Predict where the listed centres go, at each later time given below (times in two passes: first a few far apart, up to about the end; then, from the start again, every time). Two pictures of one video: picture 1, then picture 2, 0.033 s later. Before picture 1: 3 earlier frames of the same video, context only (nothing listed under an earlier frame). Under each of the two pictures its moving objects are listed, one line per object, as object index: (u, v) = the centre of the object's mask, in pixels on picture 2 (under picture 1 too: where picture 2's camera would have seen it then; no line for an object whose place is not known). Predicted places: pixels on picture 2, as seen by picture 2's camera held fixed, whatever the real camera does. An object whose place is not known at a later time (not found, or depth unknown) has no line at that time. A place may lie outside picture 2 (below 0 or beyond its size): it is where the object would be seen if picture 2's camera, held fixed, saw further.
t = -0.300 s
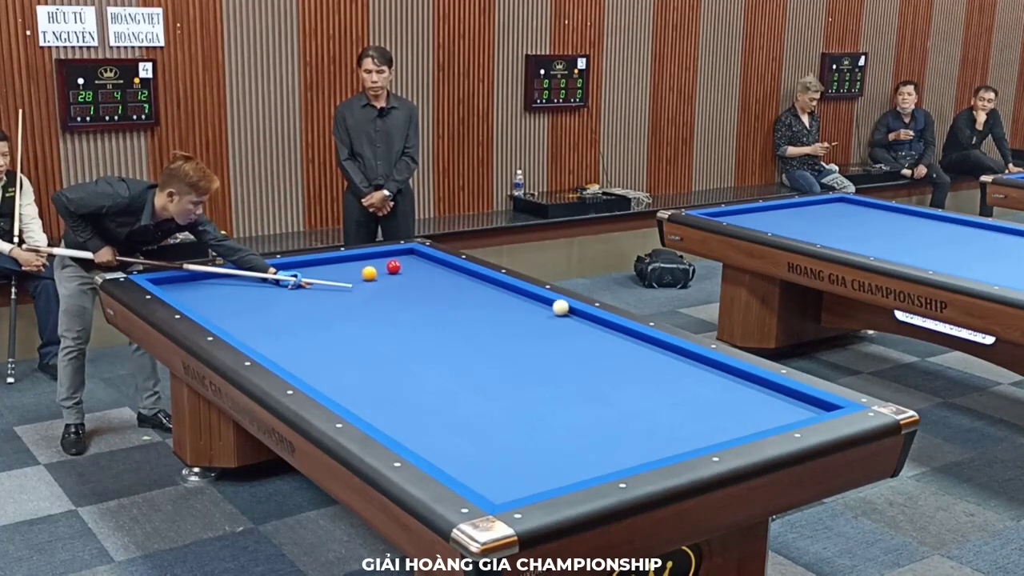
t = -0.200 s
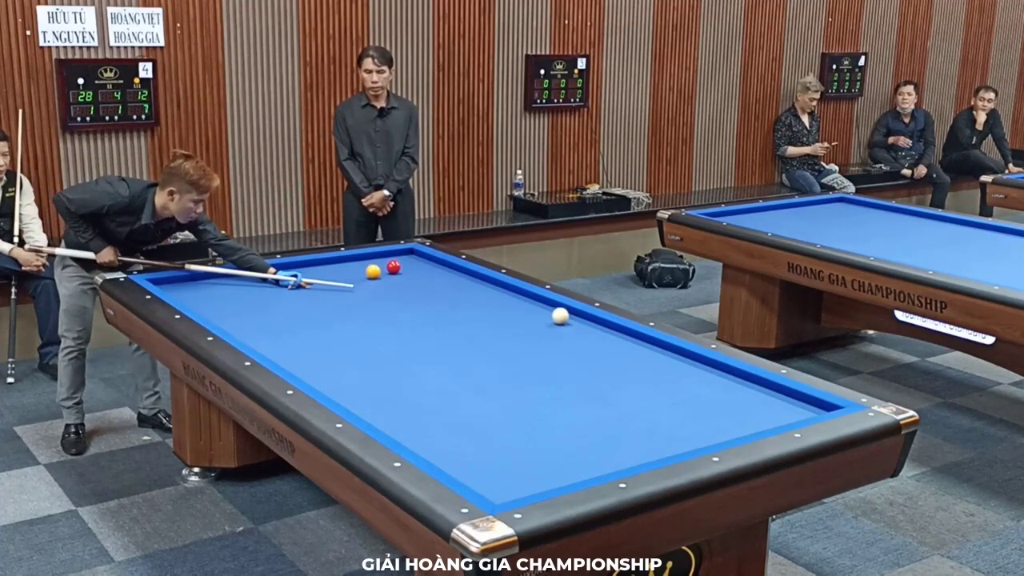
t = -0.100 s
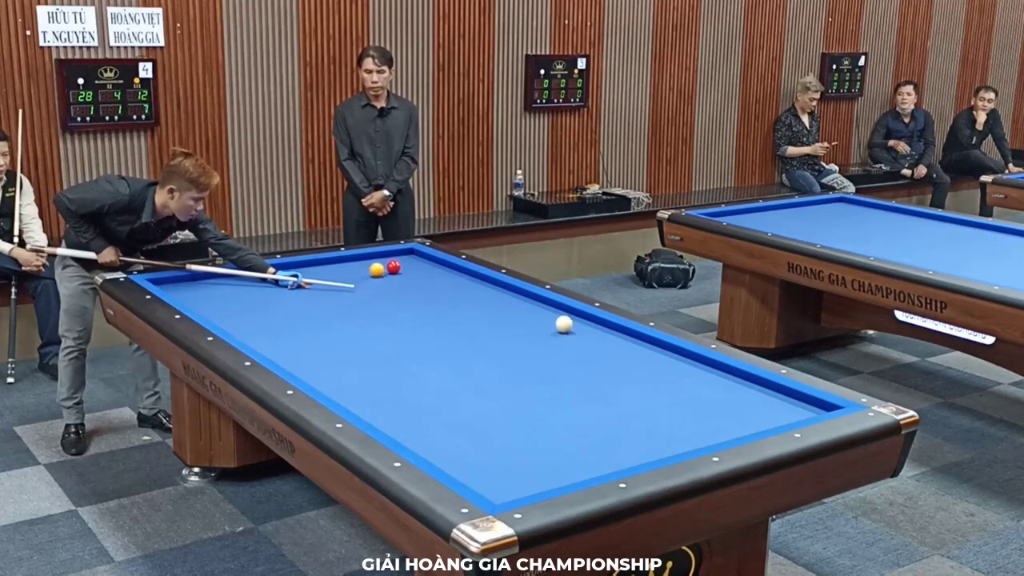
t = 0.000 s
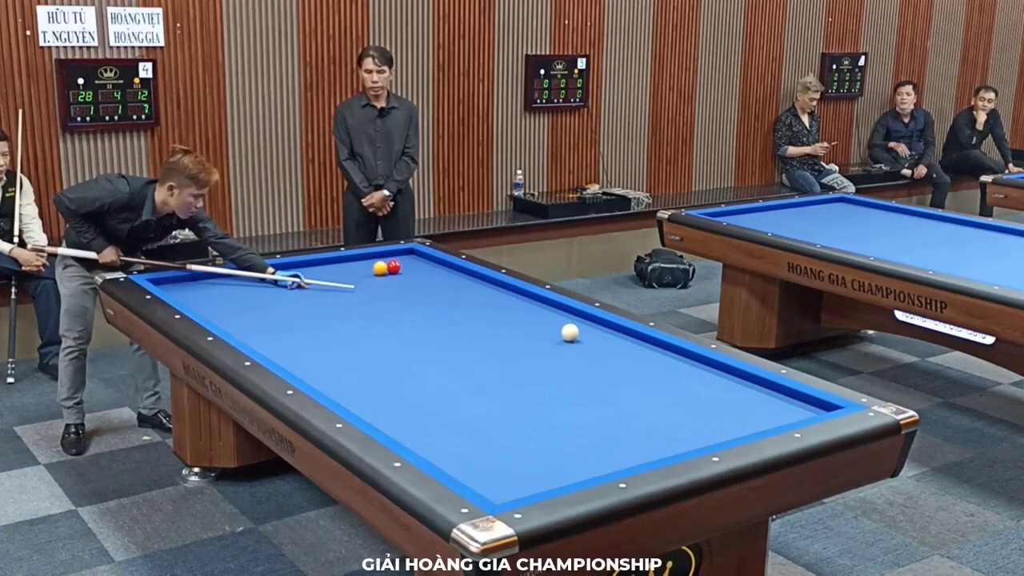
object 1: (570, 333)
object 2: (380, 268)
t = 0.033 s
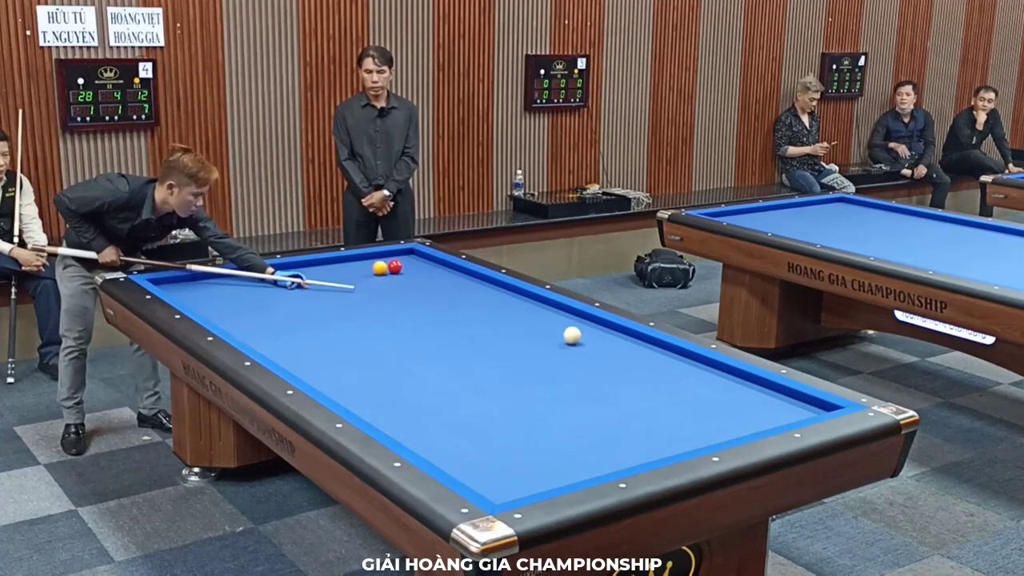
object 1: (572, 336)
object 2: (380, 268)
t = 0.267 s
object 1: (588, 357)
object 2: (377, 265)
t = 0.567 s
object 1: (610, 388)
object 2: (374, 262)
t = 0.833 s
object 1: (634, 420)
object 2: (372, 260)
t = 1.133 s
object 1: (650, 452)
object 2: (370, 257)
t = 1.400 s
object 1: (583, 443)
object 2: (368, 255)
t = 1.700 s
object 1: (516, 433)
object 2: (371, 256)
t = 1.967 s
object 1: (460, 425)
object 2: (373, 256)
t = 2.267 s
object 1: (400, 416)
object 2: (375, 257)
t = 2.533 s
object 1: (357, 406)
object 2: (377, 258)
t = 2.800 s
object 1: (355, 393)
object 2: (378, 258)
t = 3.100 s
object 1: (354, 378)
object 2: (378, 258)
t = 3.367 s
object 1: (353, 366)
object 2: (378, 258)
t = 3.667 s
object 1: (352, 354)
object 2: (378, 258)
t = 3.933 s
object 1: (351, 344)
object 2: (378, 258)
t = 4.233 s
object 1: (350, 334)
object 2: (378, 258)
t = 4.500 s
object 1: (350, 326)
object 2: (378, 258)
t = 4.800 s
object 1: (349, 317)
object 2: (378, 258)
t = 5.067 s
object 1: (349, 310)
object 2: (378, 258)
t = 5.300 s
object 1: (349, 305)
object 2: (378, 258)
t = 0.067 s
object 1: (574, 338)
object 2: (379, 267)
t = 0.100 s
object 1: (576, 341)
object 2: (379, 267)
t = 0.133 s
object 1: (578, 344)
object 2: (379, 267)
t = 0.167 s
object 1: (580, 347)
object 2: (378, 266)
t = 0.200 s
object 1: (583, 350)
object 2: (378, 266)
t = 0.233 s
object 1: (585, 353)
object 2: (378, 266)
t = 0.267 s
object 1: (588, 357)
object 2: (377, 265)
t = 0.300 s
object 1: (590, 360)
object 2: (377, 265)
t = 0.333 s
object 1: (592, 363)
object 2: (376, 264)
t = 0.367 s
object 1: (595, 367)
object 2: (376, 264)
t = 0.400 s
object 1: (597, 370)
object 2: (376, 264)
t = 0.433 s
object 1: (600, 374)
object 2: (376, 264)
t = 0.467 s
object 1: (602, 377)
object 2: (375, 263)
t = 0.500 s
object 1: (605, 381)
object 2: (375, 263)
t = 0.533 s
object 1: (608, 384)
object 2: (375, 262)
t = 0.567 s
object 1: (610, 388)
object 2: (374, 262)
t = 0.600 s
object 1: (613, 392)
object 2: (374, 262)
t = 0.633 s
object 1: (616, 395)
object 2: (374, 262)
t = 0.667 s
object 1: (619, 399)
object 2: (374, 261)
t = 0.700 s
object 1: (622, 403)
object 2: (373, 261)
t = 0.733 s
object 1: (625, 408)
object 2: (373, 261)
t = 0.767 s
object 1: (628, 412)
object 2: (373, 260)
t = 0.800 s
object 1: (631, 416)
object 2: (372, 260)
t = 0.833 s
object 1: (634, 420)
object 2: (372, 260)
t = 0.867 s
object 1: (637, 424)
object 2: (372, 260)
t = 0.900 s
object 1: (640, 429)
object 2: (372, 259)
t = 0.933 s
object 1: (644, 434)
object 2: (371, 259)
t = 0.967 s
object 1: (647, 438)
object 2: (371, 259)
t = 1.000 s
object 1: (651, 443)
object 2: (371, 258)
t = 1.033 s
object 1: (654, 447)
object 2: (371, 258)
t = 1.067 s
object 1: (658, 450)
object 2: (370, 258)
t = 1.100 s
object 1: (659, 452)
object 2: (370, 258)
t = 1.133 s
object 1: (650, 452)
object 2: (370, 257)
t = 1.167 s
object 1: (640, 452)
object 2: (370, 257)
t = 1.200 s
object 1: (631, 450)
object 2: (370, 257)
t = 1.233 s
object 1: (622, 449)
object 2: (370, 257)
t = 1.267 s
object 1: (614, 447)
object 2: (369, 256)
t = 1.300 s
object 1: (606, 446)
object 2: (369, 256)
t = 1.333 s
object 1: (598, 445)
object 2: (369, 256)
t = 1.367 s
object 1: (591, 444)
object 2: (368, 256)
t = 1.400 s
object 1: (583, 443)
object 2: (368, 255)
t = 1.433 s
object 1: (575, 442)
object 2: (368, 255)
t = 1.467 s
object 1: (568, 441)
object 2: (368, 255)
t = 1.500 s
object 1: (560, 439)
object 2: (369, 255)
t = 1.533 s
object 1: (553, 438)
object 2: (369, 255)
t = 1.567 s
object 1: (545, 437)
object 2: (369, 255)
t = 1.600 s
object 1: (538, 436)
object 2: (370, 255)
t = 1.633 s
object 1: (531, 435)
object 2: (370, 256)
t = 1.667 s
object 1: (523, 434)
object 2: (370, 256)
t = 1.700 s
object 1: (516, 433)
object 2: (371, 256)
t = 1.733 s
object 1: (509, 432)
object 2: (371, 256)
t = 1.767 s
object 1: (502, 431)
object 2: (371, 256)
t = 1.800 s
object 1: (495, 430)
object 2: (372, 256)
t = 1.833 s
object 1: (488, 429)
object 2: (372, 256)
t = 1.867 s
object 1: (481, 428)
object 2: (372, 256)
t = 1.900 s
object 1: (474, 427)
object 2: (373, 256)
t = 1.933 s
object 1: (467, 426)
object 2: (373, 256)
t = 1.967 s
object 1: (460, 425)
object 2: (373, 256)
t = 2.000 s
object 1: (453, 424)
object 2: (373, 256)
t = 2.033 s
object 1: (446, 423)
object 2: (373, 256)
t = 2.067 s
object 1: (439, 422)
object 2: (374, 257)
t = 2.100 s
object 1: (433, 421)
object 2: (374, 257)
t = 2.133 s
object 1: (426, 420)
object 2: (374, 257)
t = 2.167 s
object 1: (420, 419)
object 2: (374, 257)
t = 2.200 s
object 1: (413, 418)
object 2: (375, 257)
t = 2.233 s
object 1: (406, 417)
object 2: (375, 257)
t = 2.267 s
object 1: (400, 416)
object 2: (375, 257)
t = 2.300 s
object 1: (393, 415)
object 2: (375, 257)
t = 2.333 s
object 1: (387, 414)
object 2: (375, 257)
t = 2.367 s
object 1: (381, 413)
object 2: (376, 257)
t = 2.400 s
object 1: (374, 412)
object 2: (376, 257)
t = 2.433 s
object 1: (368, 411)
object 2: (376, 257)
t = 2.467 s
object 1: (363, 409)
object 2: (376, 257)
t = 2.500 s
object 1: (357, 407)
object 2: (376, 257)
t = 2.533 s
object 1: (357, 406)
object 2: (377, 258)
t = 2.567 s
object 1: (357, 404)
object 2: (377, 258)
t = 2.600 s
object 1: (357, 403)
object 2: (377, 258)
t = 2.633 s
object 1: (357, 401)
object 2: (377, 258)
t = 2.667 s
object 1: (356, 400)
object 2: (377, 258)
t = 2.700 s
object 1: (356, 398)
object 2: (377, 258)
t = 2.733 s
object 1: (356, 396)
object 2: (377, 258)
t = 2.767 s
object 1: (356, 395)
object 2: (378, 258)
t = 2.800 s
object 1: (355, 393)
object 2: (378, 258)
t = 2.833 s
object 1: (355, 391)
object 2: (378, 258)
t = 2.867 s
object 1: (355, 389)
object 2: (378, 258)
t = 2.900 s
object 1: (355, 388)
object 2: (378, 258)
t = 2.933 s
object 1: (355, 386)
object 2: (378, 258)
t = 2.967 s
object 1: (354, 384)
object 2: (378, 258)
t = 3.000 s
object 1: (354, 383)
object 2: (378, 258)
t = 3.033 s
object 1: (354, 381)
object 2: (378, 258)
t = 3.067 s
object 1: (354, 380)
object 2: (378, 258)
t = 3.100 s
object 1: (354, 378)
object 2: (378, 258)
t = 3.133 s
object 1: (354, 377)
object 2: (378, 258)
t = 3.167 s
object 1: (354, 375)
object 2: (378, 258)
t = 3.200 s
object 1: (353, 374)
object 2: (378, 258)
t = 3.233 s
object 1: (353, 372)
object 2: (378, 258)
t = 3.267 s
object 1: (353, 371)
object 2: (378, 258)
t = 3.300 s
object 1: (353, 369)
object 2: (378, 258)
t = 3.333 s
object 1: (353, 368)
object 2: (378, 258)
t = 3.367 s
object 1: (353, 366)
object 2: (378, 258)
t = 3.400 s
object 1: (353, 365)
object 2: (378, 258)
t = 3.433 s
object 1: (352, 363)
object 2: (378, 258)
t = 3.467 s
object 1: (352, 362)
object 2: (378, 258)
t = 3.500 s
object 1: (352, 361)
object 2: (378, 258)
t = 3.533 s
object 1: (352, 359)
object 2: (378, 258)
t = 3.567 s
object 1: (352, 358)
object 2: (378, 258)
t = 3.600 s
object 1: (352, 357)
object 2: (378, 258)
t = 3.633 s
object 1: (352, 355)
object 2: (378, 258)
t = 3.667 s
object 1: (352, 354)
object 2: (378, 258)
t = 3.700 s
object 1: (352, 353)
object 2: (378, 258)
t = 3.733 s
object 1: (352, 352)
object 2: (378, 258)
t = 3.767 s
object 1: (352, 350)
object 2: (378, 258)
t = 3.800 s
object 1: (351, 349)
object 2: (378, 258)
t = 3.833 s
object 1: (351, 348)
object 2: (378, 258)
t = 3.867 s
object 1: (351, 347)
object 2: (378, 258)
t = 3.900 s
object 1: (351, 345)
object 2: (378, 258)
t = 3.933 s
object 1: (351, 344)
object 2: (378, 258)
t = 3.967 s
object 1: (351, 343)
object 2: (378, 258)
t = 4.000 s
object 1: (351, 342)
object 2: (378, 258)
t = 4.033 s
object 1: (351, 341)
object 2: (378, 258)
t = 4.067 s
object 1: (351, 339)
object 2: (378, 258)
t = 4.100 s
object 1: (351, 338)
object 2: (378, 258)
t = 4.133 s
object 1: (351, 337)
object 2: (378, 258)
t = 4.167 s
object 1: (351, 336)
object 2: (378, 258)
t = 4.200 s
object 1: (351, 335)
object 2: (378, 258)
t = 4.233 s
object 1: (350, 334)
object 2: (378, 258)
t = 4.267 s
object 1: (350, 333)
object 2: (378, 258)
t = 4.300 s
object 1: (350, 332)
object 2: (378, 258)
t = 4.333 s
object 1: (350, 331)
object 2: (378, 258)
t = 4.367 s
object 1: (350, 330)
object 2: (378, 258)
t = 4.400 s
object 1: (350, 329)
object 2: (378, 258)
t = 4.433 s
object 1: (350, 328)
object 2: (378, 258)
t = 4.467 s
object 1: (350, 327)
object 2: (378, 258)
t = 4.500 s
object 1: (350, 326)
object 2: (378, 258)
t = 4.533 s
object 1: (350, 325)
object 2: (378, 258)
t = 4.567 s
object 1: (350, 324)
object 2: (378, 258)
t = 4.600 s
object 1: (350, 323)
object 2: (378, 258)
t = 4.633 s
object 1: (350, 322)
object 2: (378, 258)
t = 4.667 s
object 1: (350, 321)
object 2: (378, 258)
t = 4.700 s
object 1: (350, 320)
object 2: (378, 258)
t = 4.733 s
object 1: (350, 319)
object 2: (378, 258)
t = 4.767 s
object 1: (350, 318)
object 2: (378, 258)
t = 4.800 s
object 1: (349, 317)
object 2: (378, 258)
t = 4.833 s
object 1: (349, 316)
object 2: (378, 258)
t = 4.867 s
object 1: (349, 315)
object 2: (378, 258)
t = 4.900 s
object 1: (349, 315)
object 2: (378, 258)
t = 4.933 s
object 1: (349, 314)
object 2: (378, 258)
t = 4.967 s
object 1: (349, 313)
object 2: (378, 258)
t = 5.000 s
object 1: (349, 312)
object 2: (378, 258)
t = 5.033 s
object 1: (349, 311)
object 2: (378, 258)
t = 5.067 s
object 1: (349, 310)
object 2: (378, 258)
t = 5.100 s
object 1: (349, 309)
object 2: (378, 258)
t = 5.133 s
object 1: (349, 309)
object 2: (378, 258)
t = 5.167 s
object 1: (349, 308)
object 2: (378, 258)
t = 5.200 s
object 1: (349, 307)
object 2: (378, 258)
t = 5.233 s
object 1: (349, 306)
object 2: (378, 258)
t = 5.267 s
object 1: (349, 305)
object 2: (378, 258)
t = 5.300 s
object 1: (349, 305)
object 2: (378, 258)
